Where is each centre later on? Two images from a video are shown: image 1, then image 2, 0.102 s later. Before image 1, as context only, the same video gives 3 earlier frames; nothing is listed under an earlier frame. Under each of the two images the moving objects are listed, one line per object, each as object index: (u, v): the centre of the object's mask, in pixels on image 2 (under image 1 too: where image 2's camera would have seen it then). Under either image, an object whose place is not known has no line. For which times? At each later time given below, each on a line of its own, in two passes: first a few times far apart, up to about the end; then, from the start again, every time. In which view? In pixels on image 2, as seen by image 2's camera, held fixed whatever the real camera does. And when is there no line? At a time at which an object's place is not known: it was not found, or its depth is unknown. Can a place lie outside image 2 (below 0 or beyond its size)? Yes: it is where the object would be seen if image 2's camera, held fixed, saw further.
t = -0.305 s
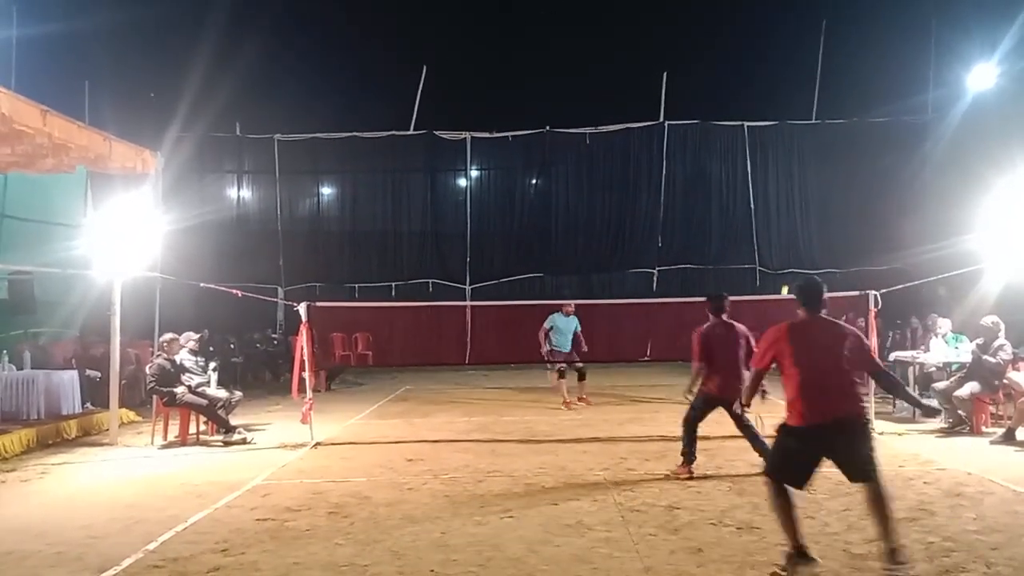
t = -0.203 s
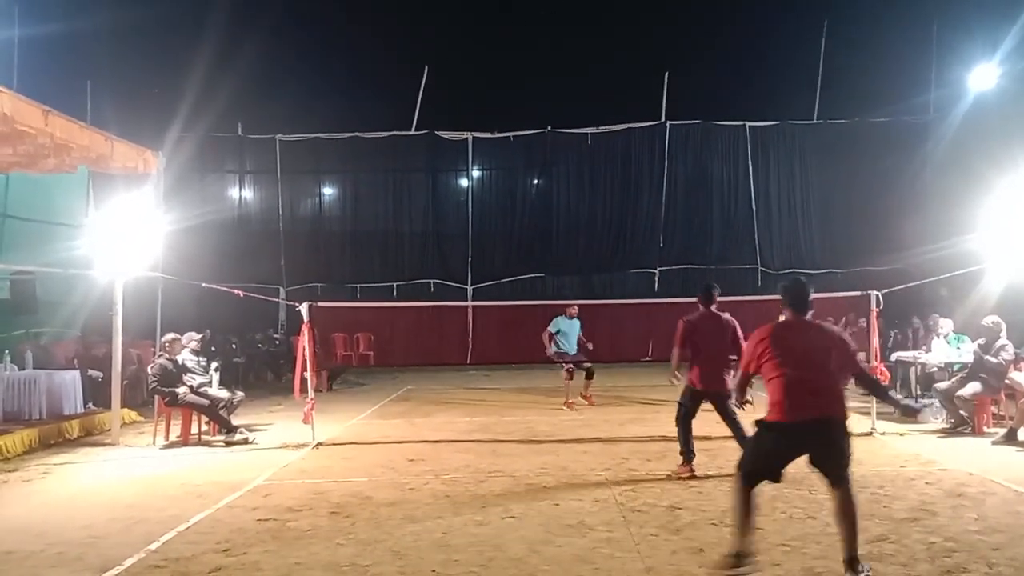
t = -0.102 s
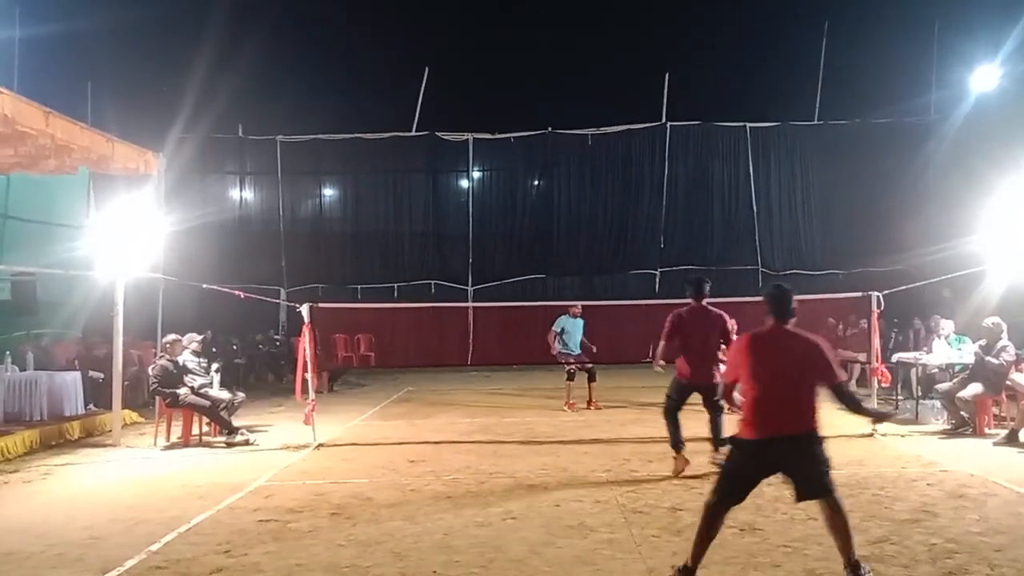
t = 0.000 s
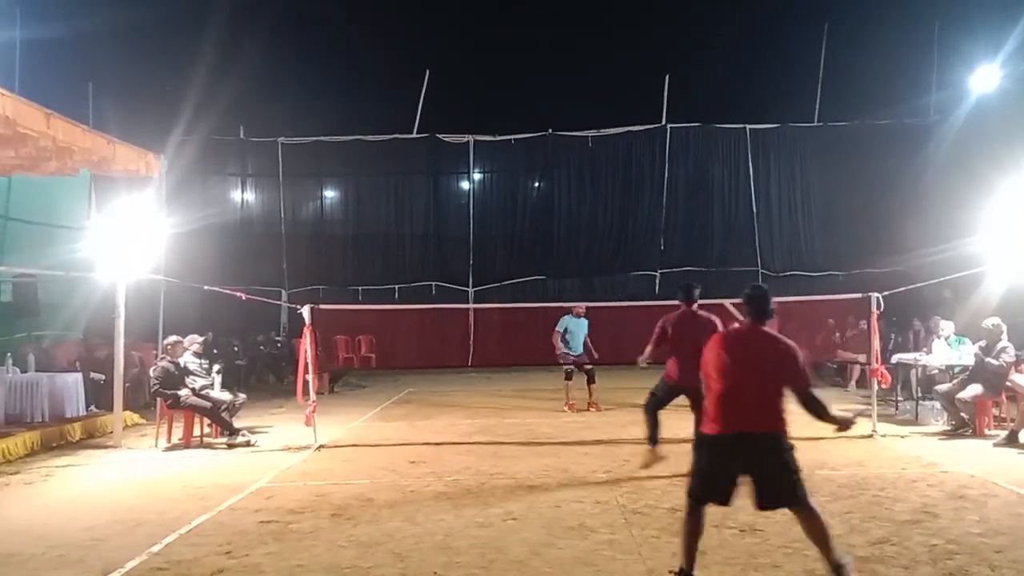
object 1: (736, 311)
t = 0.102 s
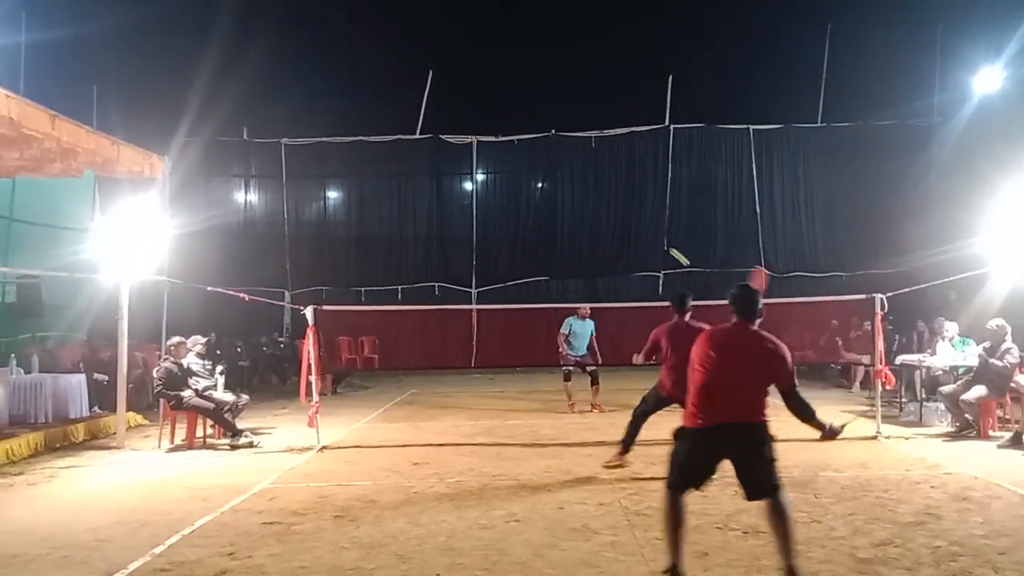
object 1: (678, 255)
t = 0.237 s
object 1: (612, 202)
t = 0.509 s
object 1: (488, 161)
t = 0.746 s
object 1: (377, 201)
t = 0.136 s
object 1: (662, 240)
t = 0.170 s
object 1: (645, 226)
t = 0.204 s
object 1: (628, 212)
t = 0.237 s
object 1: (612, 202)
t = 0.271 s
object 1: (596, 192)
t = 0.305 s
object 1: (580, 179)
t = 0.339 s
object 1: (566, 173)
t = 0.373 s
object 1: (551, 170)
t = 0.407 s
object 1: (535, 165)
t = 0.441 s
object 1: (520, 162)
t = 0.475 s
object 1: (503, 161)
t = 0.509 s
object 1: (488, 161)
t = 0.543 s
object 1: (472, 162)
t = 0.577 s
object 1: (456, 165)
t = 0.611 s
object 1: (441, 168)
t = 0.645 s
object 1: (425, 174)
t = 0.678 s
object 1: (409, 181)
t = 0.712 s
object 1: (393, 189)
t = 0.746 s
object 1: (377, 201)
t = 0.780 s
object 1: (361, 213)
